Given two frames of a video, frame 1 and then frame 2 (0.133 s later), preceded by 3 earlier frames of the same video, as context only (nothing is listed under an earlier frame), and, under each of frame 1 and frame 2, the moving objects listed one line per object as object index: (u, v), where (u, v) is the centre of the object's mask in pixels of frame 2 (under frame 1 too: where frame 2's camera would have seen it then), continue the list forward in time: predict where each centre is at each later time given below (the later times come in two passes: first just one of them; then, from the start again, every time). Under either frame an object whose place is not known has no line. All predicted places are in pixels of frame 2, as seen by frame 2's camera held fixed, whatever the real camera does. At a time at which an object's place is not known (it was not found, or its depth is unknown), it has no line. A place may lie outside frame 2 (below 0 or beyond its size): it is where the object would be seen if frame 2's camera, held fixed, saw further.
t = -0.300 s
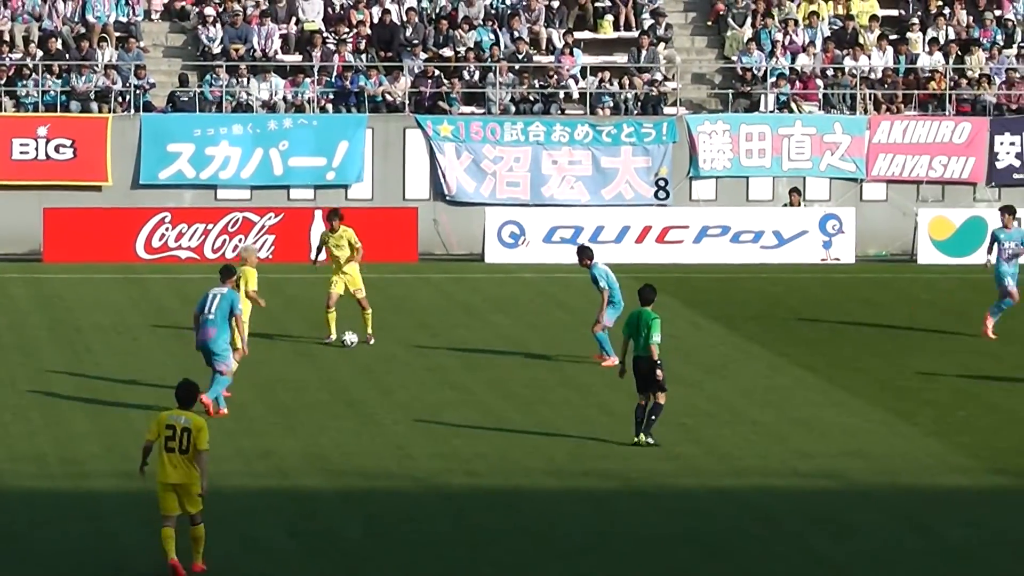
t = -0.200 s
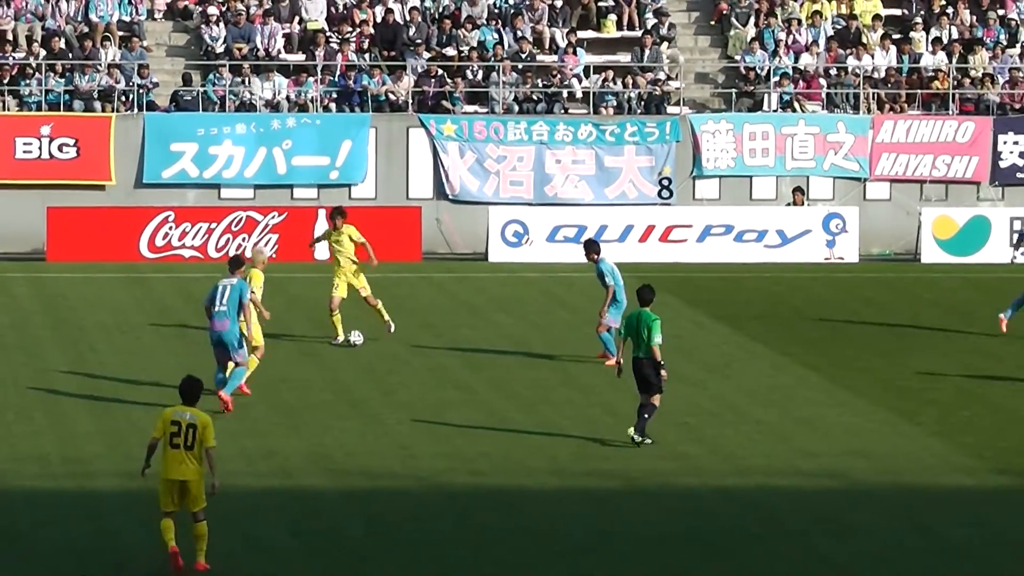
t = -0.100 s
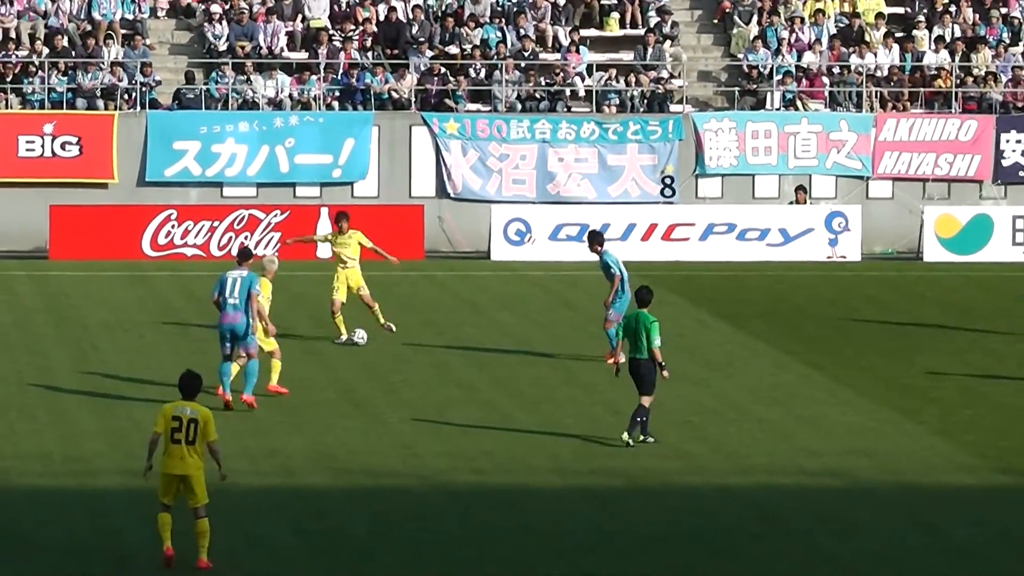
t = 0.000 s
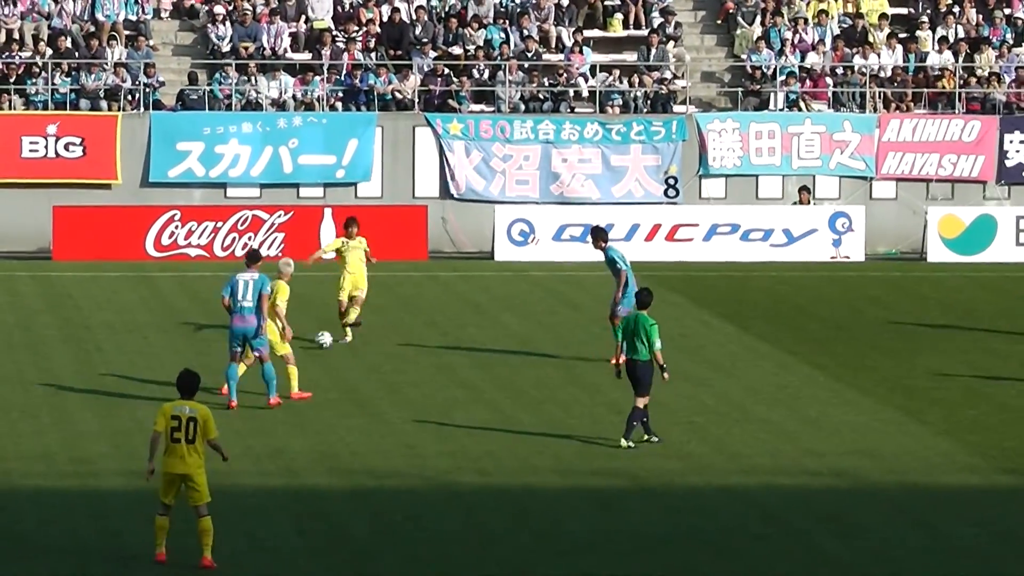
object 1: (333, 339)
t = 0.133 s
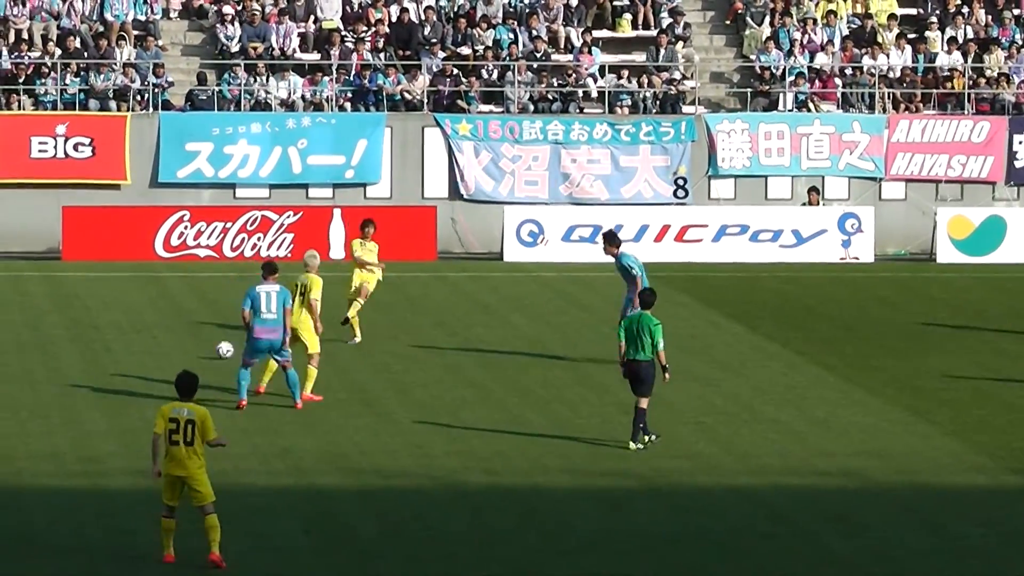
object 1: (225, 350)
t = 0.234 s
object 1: (148, 358)
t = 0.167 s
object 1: (199, 351)
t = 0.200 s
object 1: (173, 354)
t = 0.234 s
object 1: (148, 358)
